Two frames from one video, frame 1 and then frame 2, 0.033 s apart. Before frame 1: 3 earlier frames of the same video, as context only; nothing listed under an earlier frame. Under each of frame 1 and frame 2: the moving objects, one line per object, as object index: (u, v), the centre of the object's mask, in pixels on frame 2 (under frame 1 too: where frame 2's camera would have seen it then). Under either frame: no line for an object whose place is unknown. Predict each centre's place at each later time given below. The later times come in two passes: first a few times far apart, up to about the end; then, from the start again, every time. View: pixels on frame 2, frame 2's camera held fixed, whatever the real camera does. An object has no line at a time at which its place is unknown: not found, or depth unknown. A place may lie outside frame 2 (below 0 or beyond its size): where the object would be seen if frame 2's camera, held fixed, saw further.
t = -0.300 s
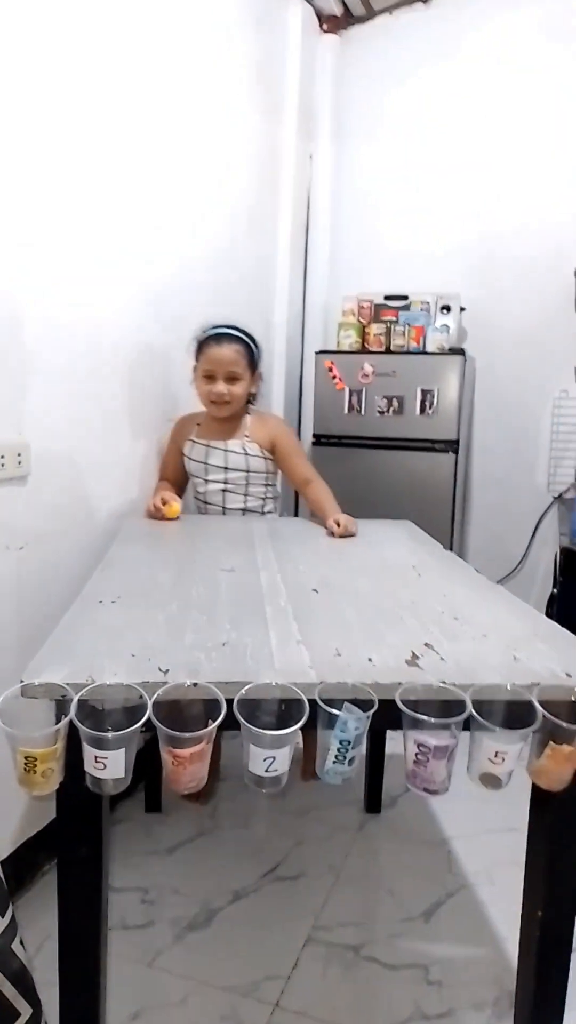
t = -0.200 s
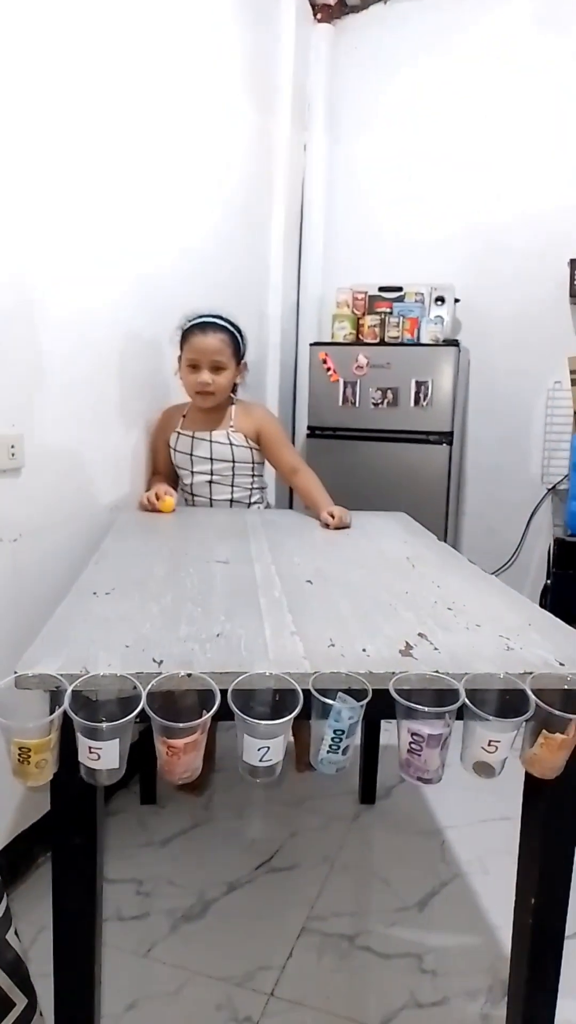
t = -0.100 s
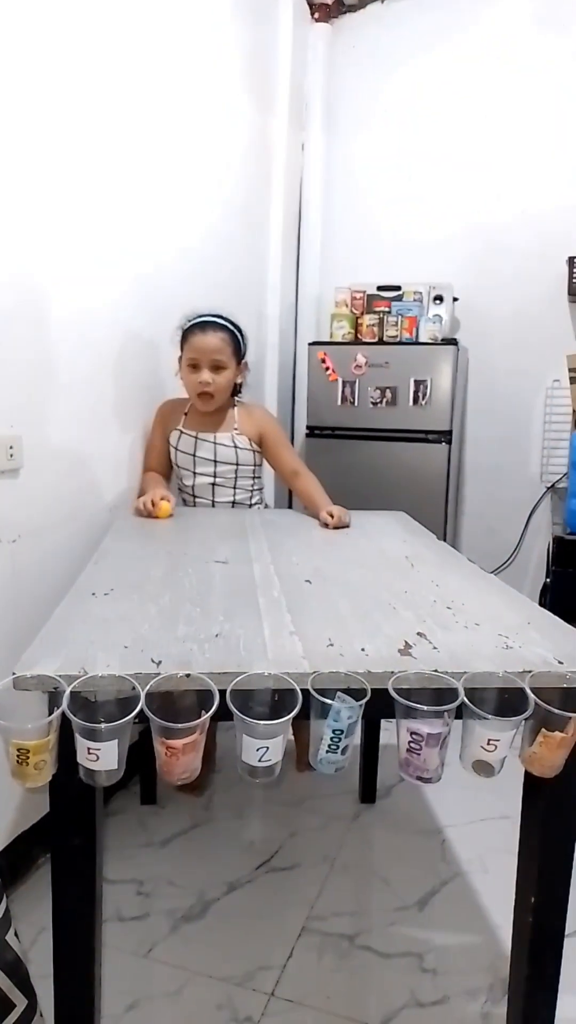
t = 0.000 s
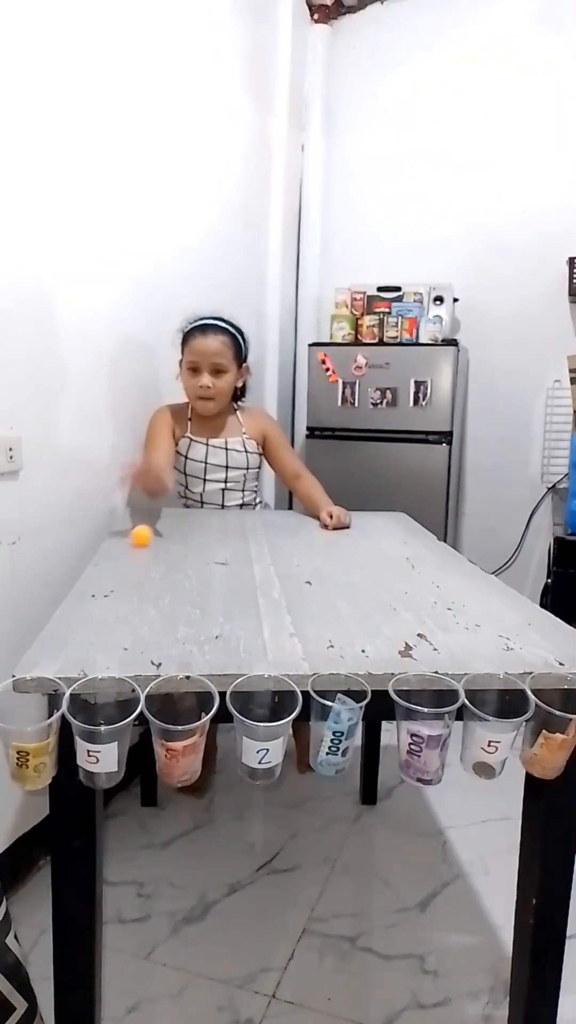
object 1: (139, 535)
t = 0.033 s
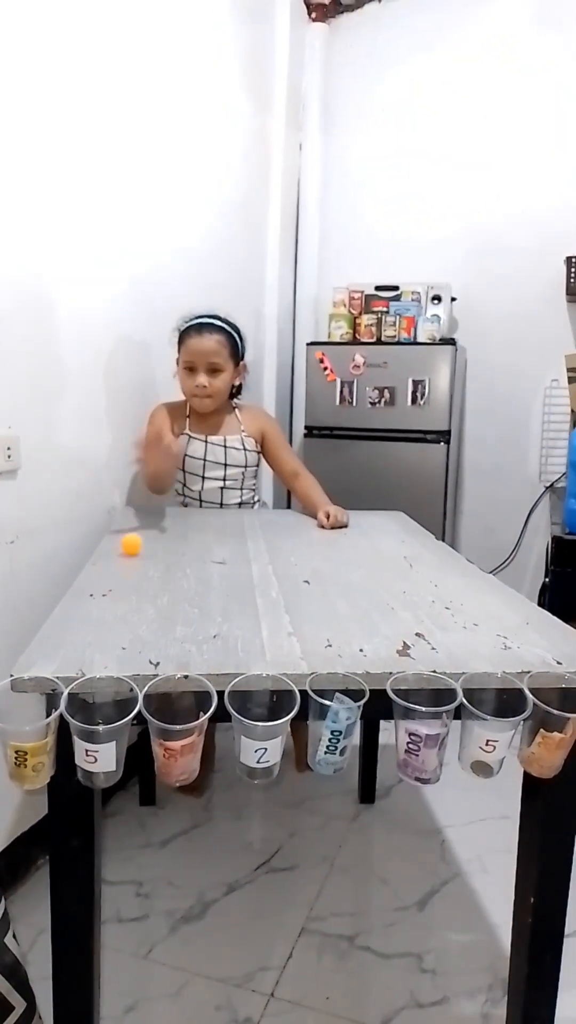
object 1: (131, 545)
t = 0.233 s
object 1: (95, 592)
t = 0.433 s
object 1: (62, 666)
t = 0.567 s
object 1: (32, 956)
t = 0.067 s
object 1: (124, 553)
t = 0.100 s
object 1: (119, 561)
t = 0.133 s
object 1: (112, 569)
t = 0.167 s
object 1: (105, 578)
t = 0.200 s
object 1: (98, 587)
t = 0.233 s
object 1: (95, 592)
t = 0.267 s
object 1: (89, 602)
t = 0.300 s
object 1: (82, 612)
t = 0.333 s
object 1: (76, 624)
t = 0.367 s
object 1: (70, 636)
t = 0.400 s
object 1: (65, 649)
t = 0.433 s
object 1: (62, 666)
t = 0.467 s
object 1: (53, 702)
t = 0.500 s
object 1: (43, 769)
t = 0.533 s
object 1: (35, 884)
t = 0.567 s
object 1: (32, 956)
